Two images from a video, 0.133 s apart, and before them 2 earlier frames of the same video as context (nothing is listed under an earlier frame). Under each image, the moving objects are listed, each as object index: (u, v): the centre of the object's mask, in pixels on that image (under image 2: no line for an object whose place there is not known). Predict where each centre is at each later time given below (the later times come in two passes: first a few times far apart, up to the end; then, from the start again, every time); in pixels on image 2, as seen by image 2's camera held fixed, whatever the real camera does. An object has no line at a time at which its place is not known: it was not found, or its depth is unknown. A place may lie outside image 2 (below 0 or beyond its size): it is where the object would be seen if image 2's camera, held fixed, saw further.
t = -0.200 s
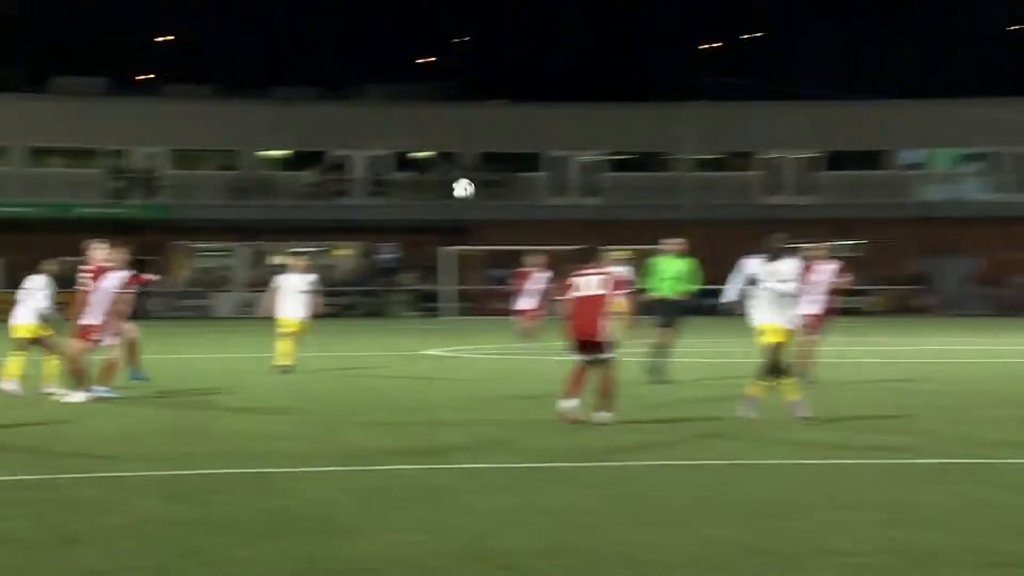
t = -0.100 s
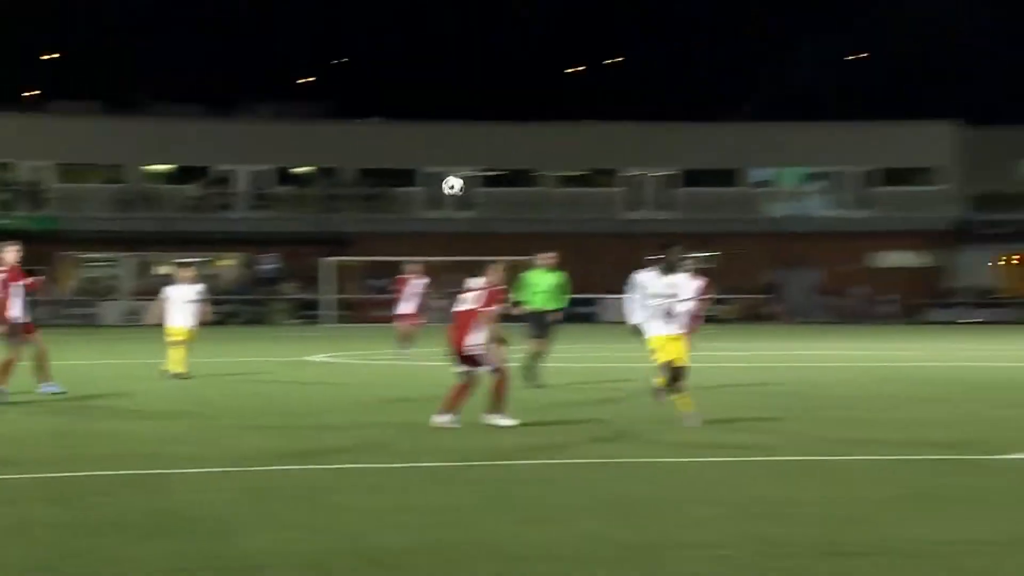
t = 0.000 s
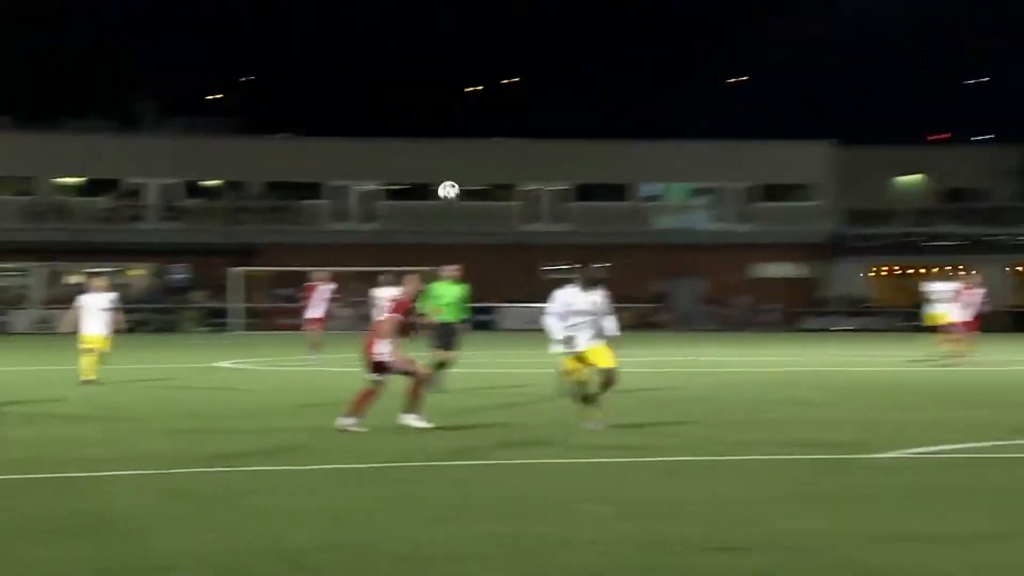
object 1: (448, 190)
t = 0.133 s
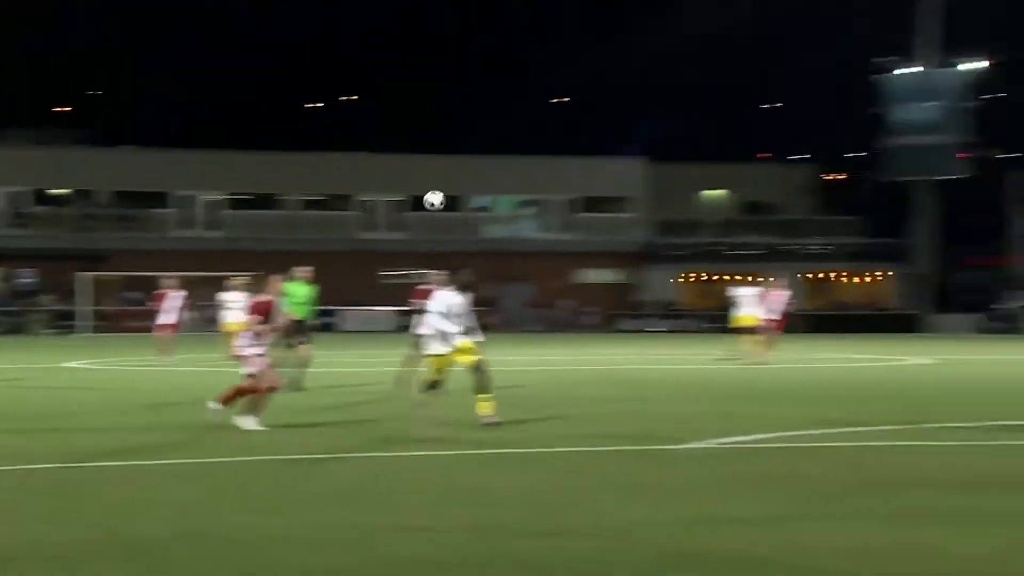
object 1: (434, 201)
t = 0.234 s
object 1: (548, 211)
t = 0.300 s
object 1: (623, 220)
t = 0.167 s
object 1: (472, 203)
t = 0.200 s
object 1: (510, 206)
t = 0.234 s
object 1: (548, 211)
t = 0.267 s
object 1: (584, 216)
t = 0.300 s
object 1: (623, 220)
